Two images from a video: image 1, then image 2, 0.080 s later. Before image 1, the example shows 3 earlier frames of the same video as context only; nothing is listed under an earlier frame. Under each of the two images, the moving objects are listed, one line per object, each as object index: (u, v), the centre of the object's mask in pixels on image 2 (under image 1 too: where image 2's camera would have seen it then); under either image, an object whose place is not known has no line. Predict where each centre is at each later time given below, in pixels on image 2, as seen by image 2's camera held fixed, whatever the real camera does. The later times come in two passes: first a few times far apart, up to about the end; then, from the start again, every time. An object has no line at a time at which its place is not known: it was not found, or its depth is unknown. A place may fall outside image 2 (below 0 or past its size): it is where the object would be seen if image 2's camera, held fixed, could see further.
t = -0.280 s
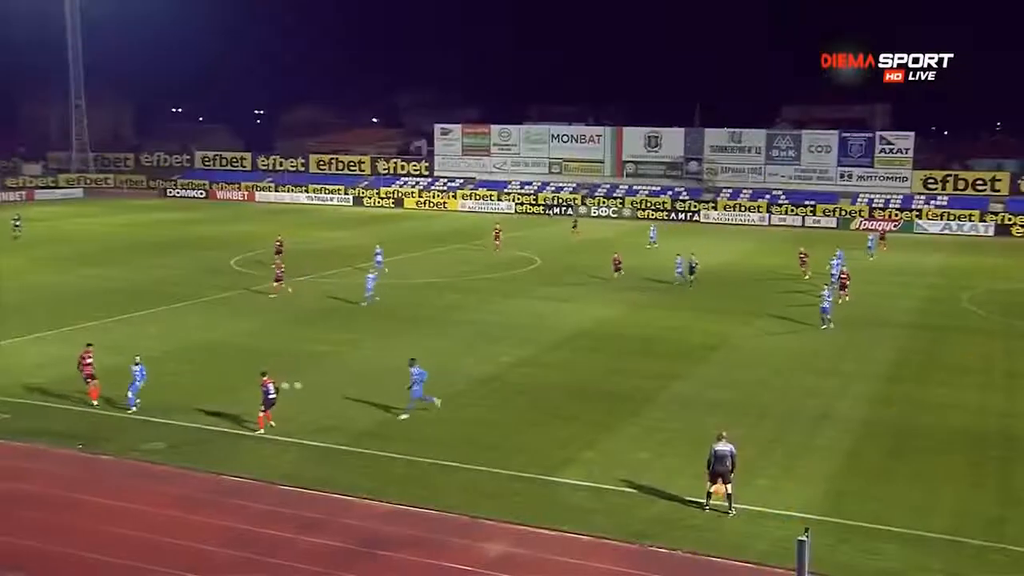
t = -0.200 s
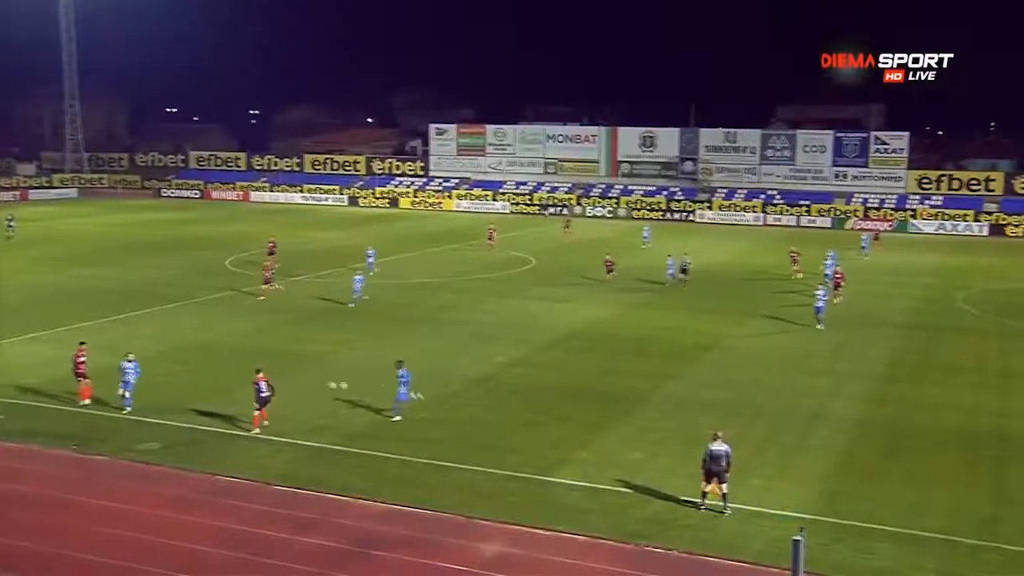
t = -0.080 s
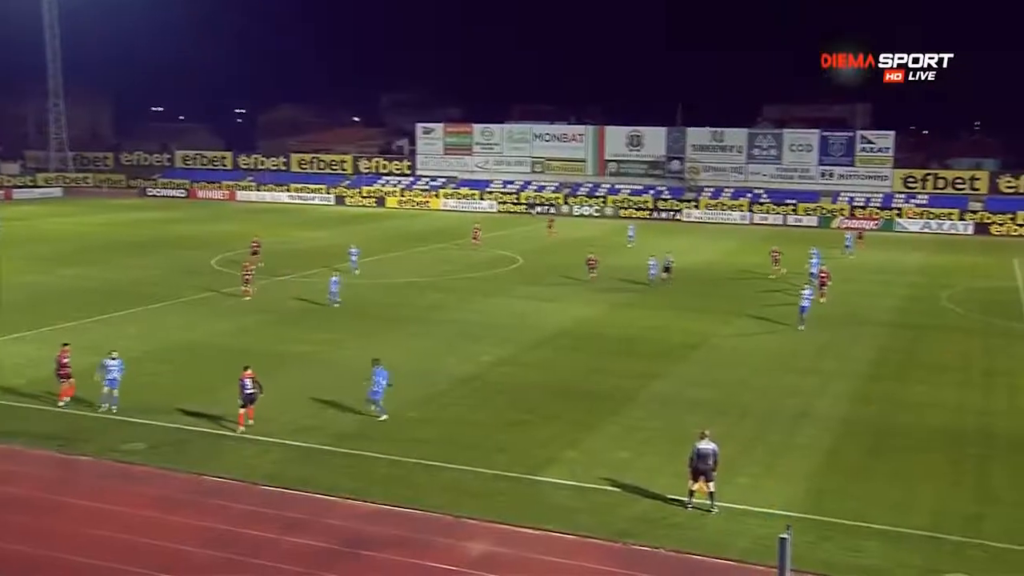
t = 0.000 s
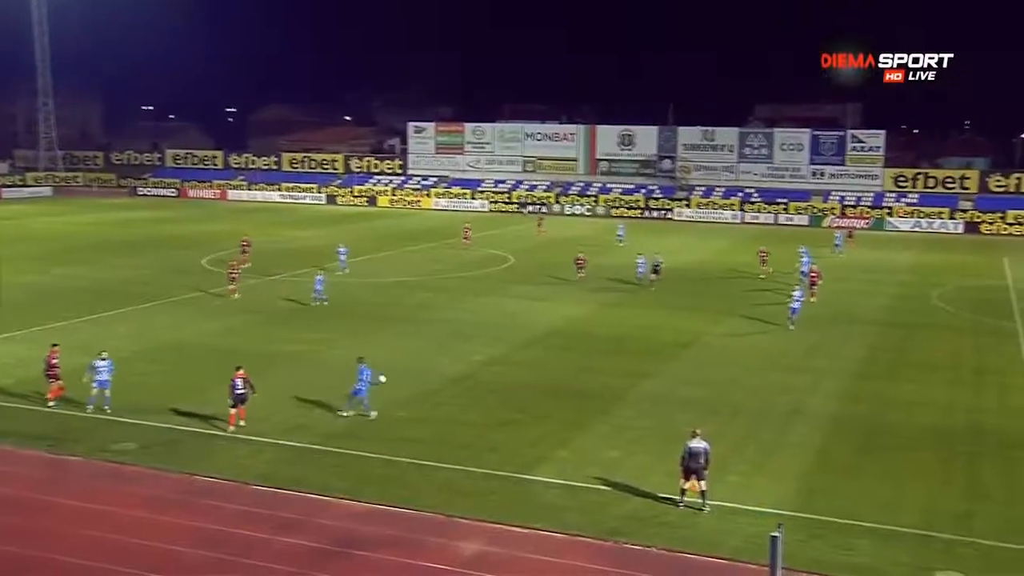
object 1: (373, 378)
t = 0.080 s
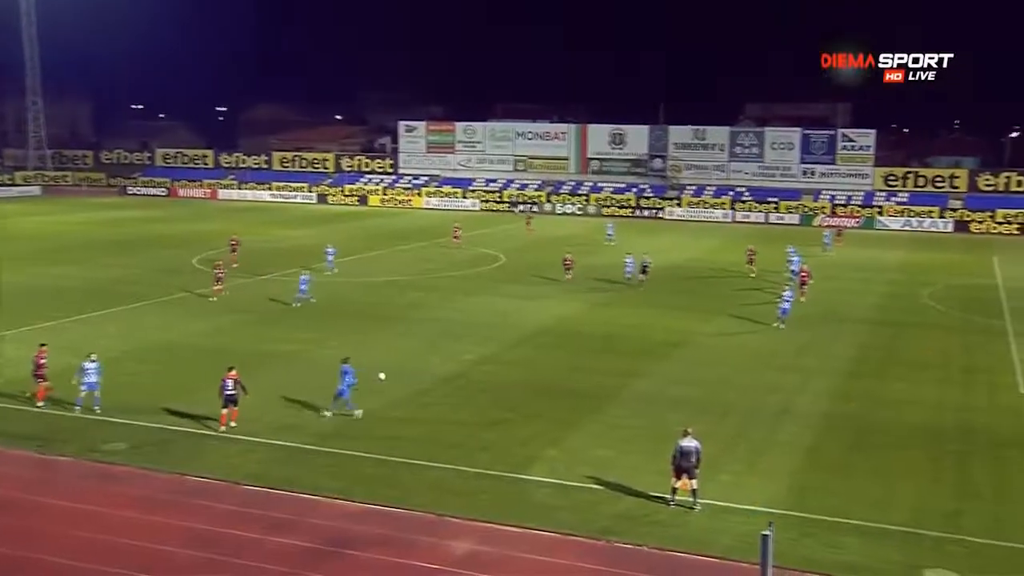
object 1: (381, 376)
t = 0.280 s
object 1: (400, 378)
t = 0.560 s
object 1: (419, 354)
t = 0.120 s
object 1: (385, 376)
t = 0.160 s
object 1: (389, 377)
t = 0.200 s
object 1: (393, 378)
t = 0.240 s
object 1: (396, 379)
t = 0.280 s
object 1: (400, 378)
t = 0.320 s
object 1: (402, 373)
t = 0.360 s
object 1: (405, 369)
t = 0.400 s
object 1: (408, 365)
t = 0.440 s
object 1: (411, 361)
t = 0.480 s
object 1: (413, 358)
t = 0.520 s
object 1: (416, 356)
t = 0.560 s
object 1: (419, 354)
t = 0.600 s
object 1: (421, 352)
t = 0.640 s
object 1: (424, 351)
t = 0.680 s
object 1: (427, 351)
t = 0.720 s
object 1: (430, 351)
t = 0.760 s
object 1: (432, 351)
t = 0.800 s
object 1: (435, 352)
